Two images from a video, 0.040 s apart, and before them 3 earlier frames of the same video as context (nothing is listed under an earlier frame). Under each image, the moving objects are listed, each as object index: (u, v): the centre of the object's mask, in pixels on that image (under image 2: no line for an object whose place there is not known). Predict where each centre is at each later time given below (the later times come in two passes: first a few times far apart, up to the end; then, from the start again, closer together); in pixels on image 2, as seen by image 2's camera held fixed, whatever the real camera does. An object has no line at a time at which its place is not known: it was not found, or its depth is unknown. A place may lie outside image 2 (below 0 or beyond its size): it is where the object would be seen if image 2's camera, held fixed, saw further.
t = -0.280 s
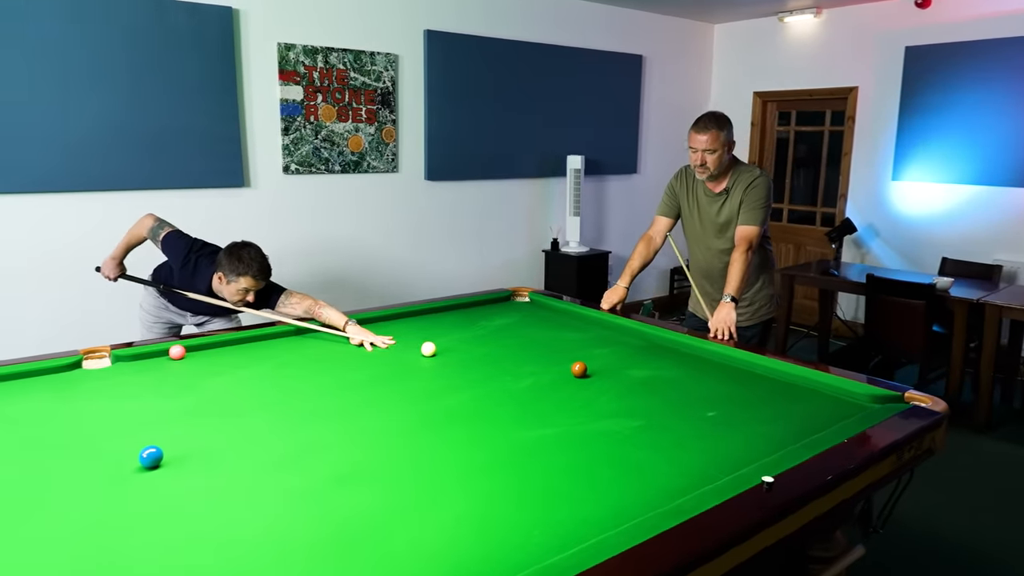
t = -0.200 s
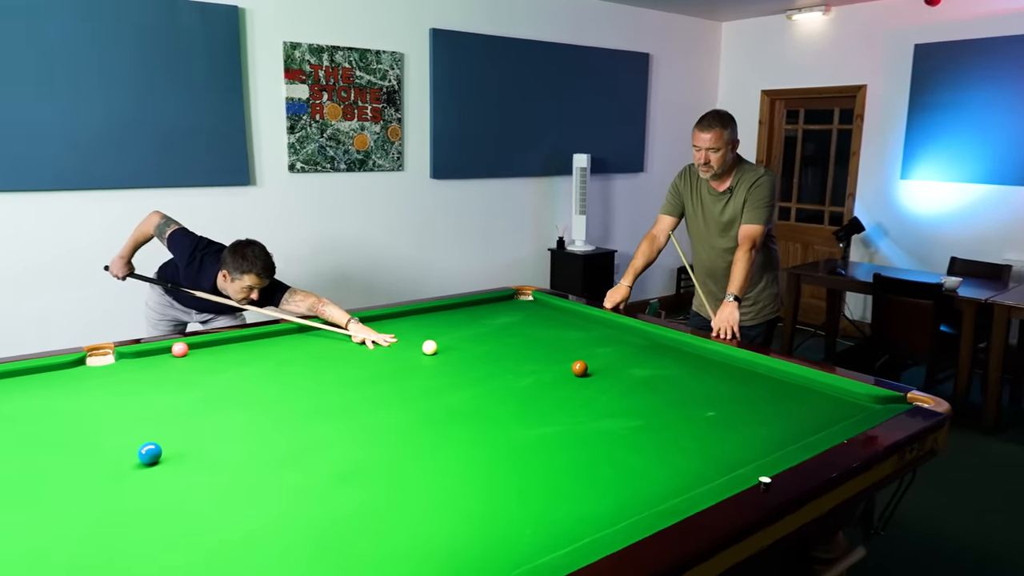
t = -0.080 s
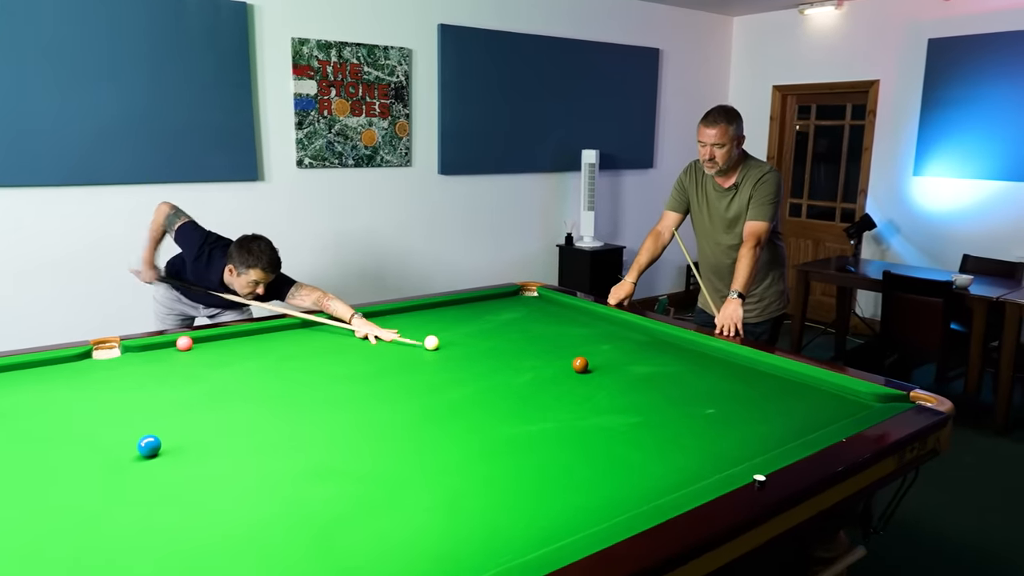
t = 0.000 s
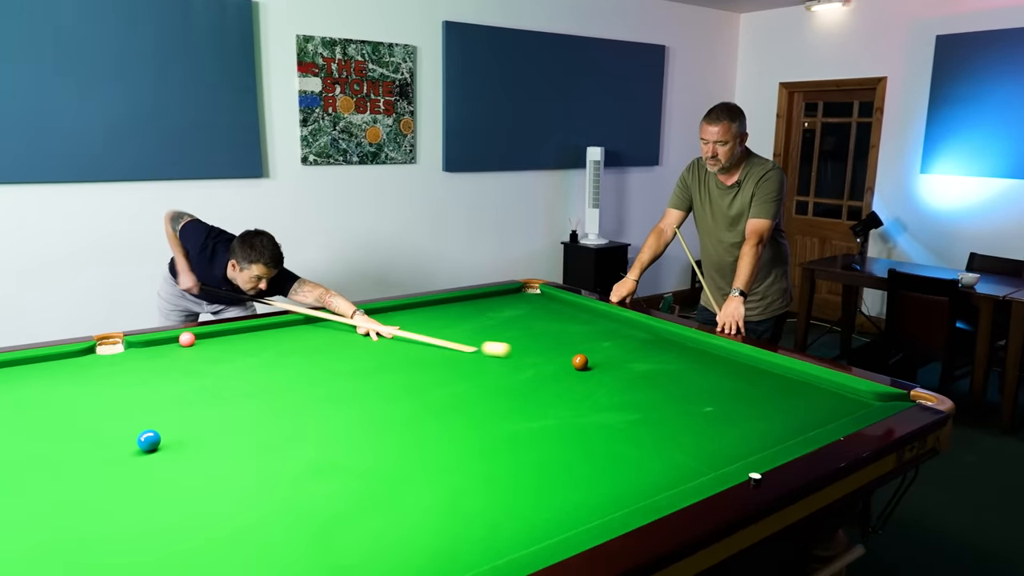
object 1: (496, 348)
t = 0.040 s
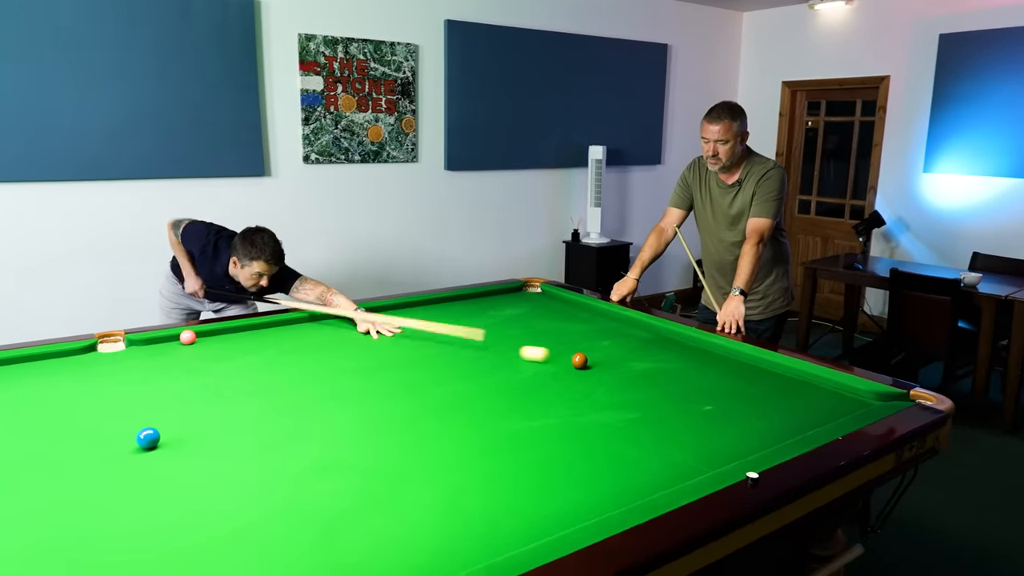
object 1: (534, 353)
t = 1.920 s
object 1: (294, 336)
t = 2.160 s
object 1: (265, 333)
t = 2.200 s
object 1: (260, 333)
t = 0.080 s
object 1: (564, 359)
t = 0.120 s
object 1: (563, 359)
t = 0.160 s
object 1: (563, 360)
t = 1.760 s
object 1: (315, 338)
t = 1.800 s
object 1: (309, 337)
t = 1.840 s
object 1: (304, 337)
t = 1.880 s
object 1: (299, 336)
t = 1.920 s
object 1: (294, 336)
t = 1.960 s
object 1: (289, 335)
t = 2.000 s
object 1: (284, 335)
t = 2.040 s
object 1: (279, 334)
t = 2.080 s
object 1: (274, 334)
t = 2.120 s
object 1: (269, 334)
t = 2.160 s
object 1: (265, 333)
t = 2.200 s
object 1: (260, 333)
